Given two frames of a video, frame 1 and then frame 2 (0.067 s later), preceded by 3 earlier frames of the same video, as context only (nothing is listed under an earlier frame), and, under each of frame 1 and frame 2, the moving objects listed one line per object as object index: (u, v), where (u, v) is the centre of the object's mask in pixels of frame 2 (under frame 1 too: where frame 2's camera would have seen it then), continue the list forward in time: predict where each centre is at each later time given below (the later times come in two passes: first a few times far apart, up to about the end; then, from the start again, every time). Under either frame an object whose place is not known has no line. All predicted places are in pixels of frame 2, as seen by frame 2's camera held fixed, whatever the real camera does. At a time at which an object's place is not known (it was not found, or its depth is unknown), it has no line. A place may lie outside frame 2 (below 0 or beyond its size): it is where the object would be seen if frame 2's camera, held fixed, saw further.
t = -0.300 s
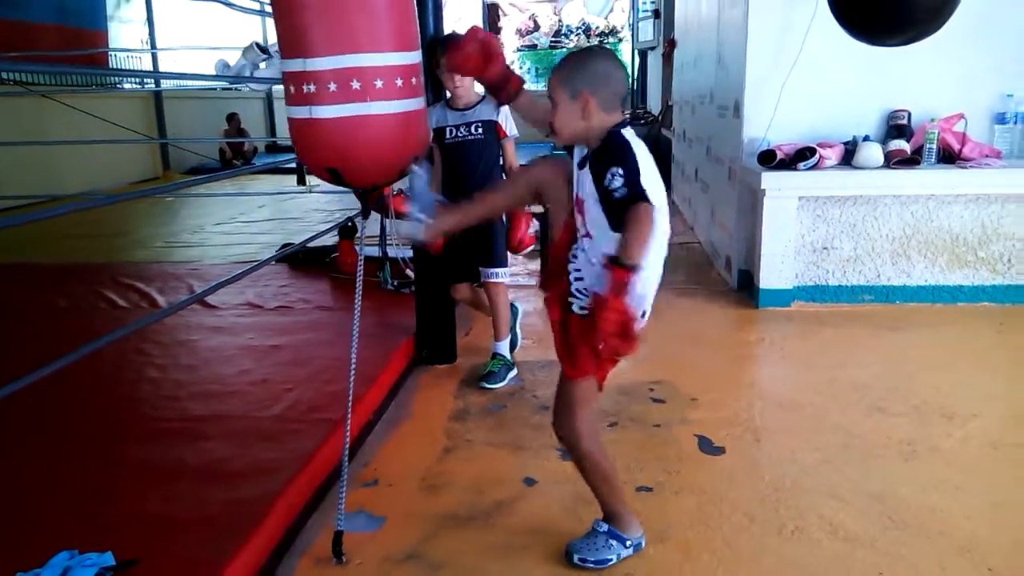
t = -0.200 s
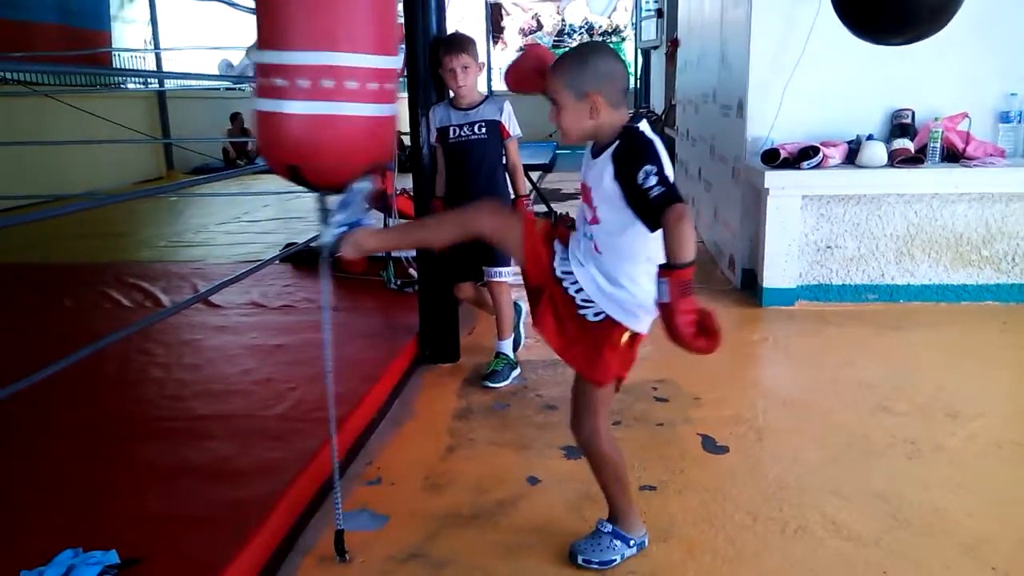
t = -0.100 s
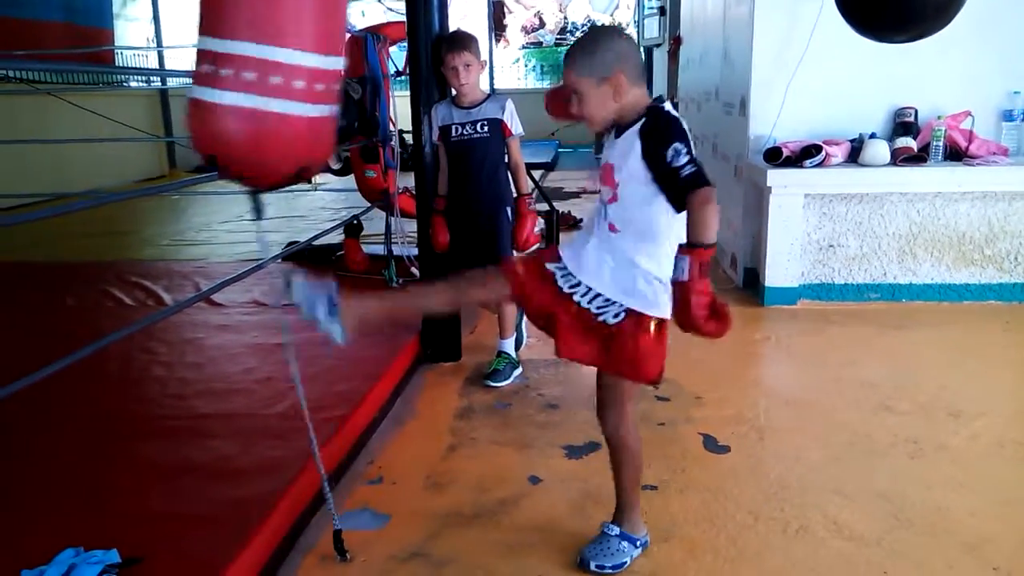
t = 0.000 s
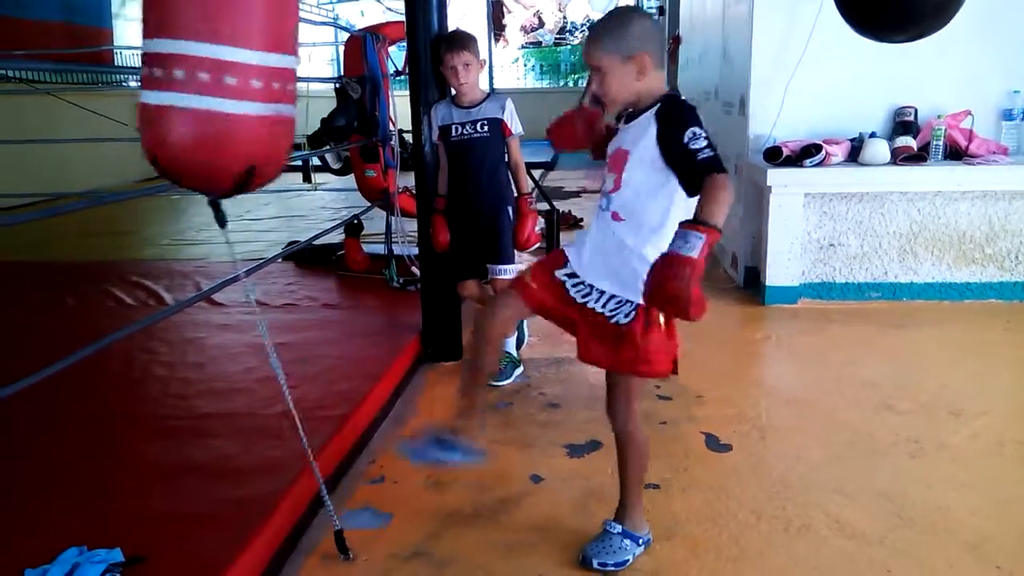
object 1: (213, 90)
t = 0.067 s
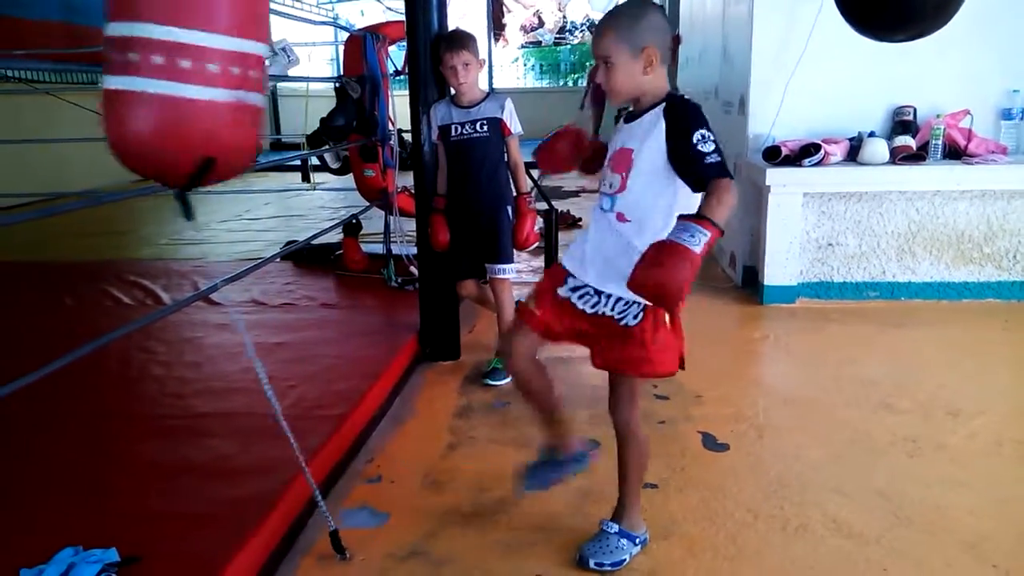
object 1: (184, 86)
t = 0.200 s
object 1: (121, 85)
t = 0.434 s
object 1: (159, 89)
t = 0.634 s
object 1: (269, 92)
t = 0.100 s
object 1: (165, 87)
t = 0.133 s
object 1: (149, 85)
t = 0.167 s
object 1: (135, 85)
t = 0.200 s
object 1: (121, 85)
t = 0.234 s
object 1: (112, 83)
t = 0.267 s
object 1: (110, 83)
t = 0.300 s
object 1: (113, 83)
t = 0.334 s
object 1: (119, 85)
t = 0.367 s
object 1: (130, 86)
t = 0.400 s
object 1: (143, 88)
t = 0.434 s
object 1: (159, 89)
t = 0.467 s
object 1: (175, 90)
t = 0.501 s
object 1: (191, 90)
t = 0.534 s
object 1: (207, 93)
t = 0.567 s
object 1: (224, 92)
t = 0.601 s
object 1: (244, 91)
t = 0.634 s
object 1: (269, 92)
